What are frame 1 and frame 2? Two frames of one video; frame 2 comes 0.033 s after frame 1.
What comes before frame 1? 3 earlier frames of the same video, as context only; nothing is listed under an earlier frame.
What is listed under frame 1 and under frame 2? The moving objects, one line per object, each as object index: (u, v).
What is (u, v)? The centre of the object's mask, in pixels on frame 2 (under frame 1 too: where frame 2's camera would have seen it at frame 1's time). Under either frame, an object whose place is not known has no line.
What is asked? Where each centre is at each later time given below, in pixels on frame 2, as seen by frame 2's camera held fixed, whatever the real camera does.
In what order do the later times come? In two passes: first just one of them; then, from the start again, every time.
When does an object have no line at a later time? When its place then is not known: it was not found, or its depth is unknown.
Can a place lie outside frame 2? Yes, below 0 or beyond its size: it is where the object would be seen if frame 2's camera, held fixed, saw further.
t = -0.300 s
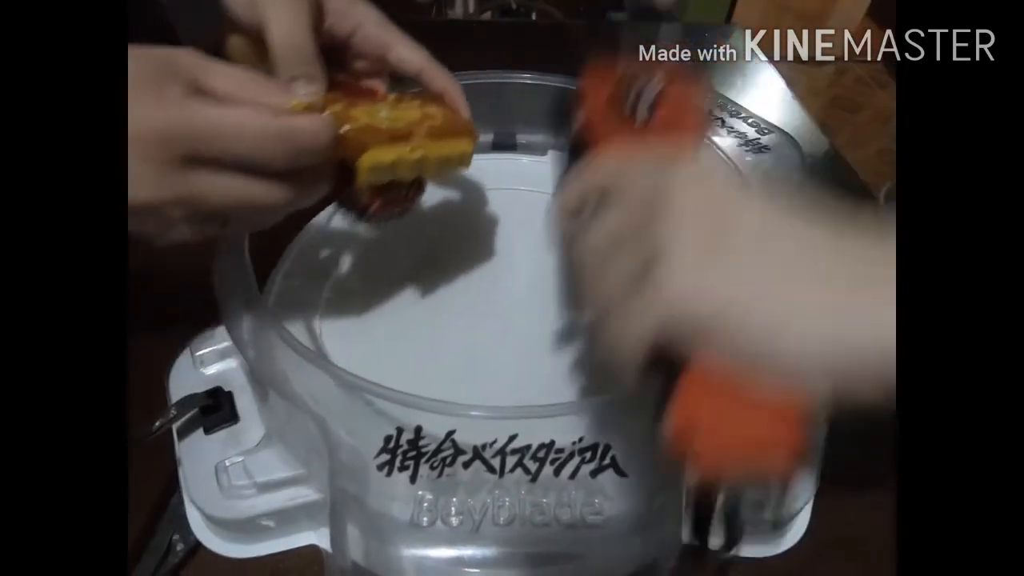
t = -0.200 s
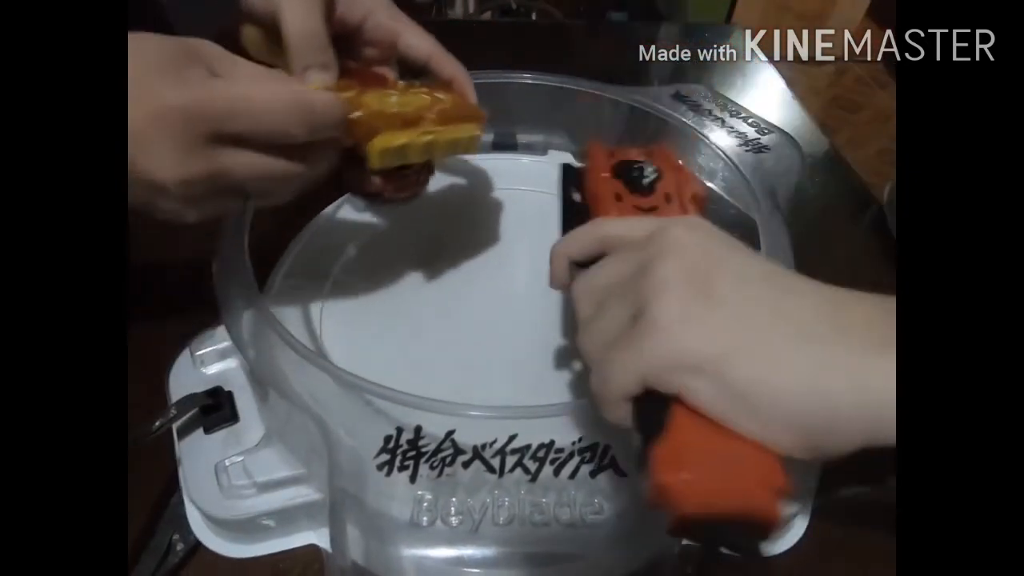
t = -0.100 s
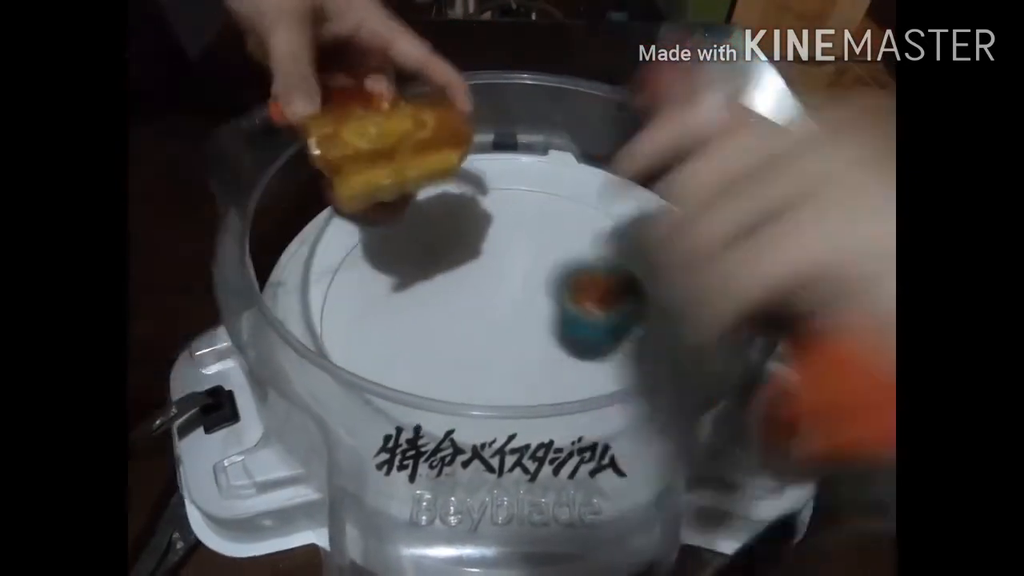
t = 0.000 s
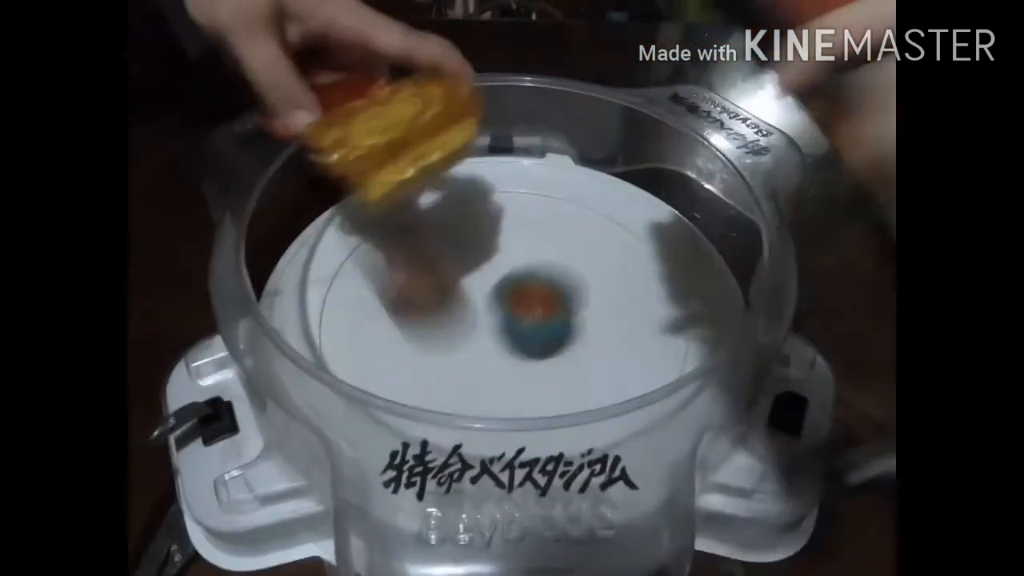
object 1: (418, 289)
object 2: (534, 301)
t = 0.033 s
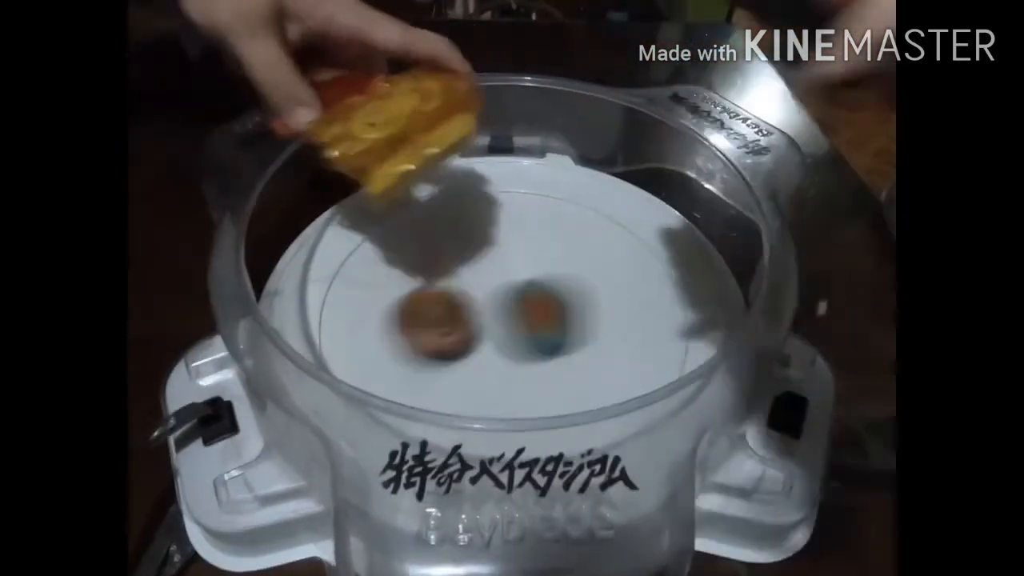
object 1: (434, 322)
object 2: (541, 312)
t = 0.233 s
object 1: (354, 357)
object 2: (732, 211)
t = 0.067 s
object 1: (404, 339)
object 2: (592, 297)
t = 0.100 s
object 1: (378, 350)
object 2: (637, 280)
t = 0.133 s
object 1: (358, 352)
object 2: (680, 259)
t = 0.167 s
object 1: (354, 355)
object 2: (701, 234)
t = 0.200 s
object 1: (353, 357)
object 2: (721, 220)
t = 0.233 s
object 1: (354, 357)
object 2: (732, 211)
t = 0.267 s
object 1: (359, 357)
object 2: (734, 210)
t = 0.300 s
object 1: (363, 356)
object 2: (729, 221)
